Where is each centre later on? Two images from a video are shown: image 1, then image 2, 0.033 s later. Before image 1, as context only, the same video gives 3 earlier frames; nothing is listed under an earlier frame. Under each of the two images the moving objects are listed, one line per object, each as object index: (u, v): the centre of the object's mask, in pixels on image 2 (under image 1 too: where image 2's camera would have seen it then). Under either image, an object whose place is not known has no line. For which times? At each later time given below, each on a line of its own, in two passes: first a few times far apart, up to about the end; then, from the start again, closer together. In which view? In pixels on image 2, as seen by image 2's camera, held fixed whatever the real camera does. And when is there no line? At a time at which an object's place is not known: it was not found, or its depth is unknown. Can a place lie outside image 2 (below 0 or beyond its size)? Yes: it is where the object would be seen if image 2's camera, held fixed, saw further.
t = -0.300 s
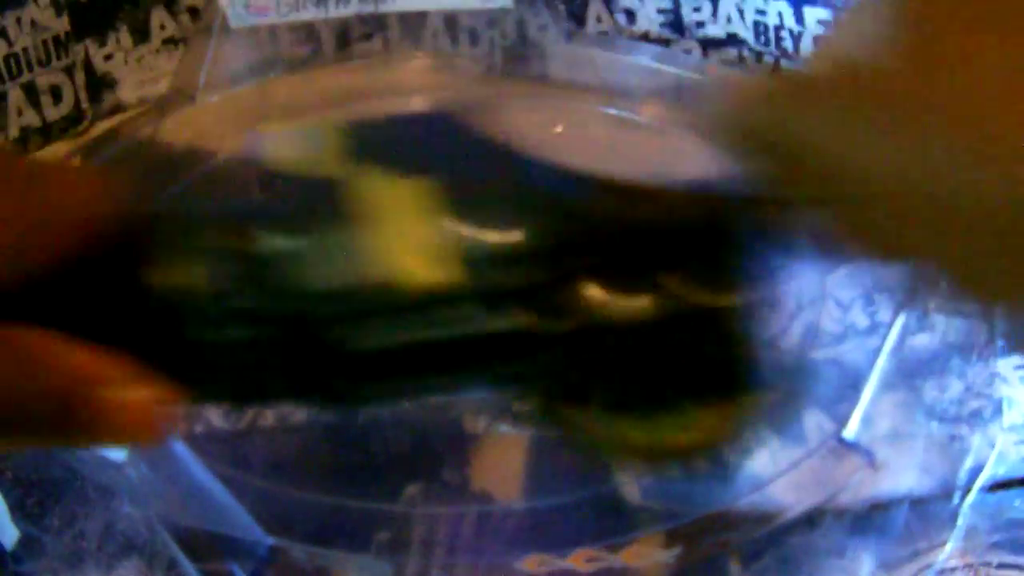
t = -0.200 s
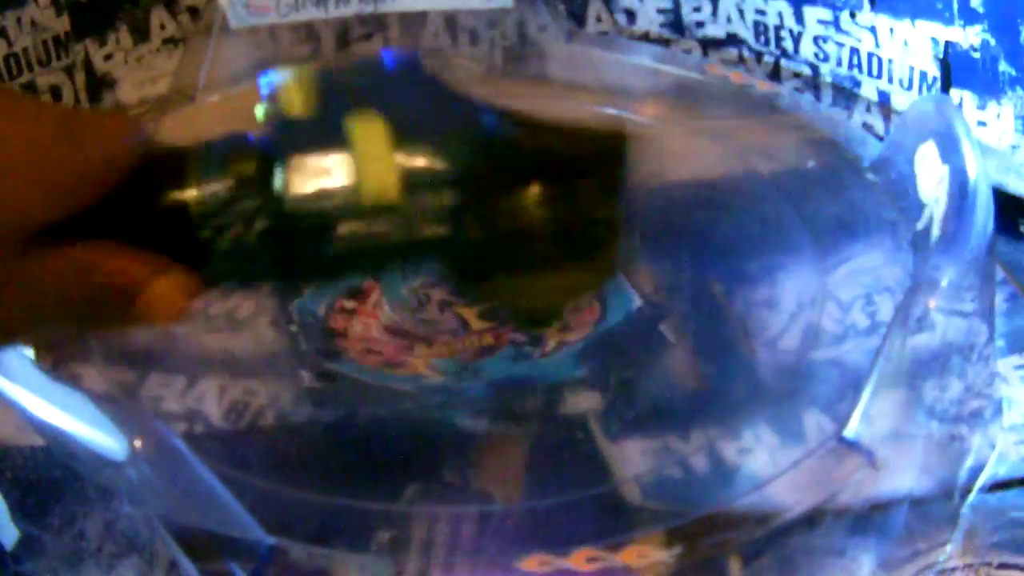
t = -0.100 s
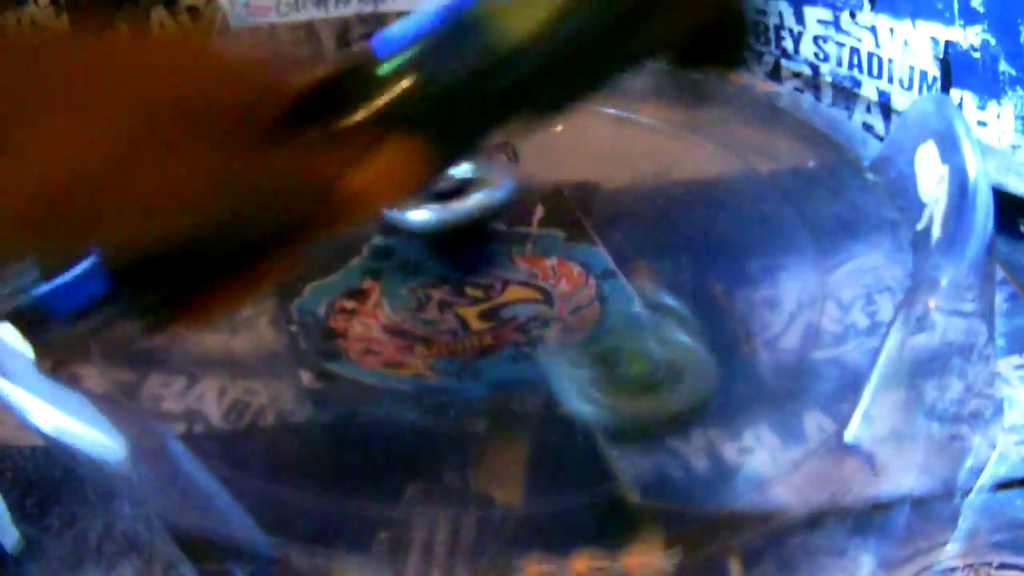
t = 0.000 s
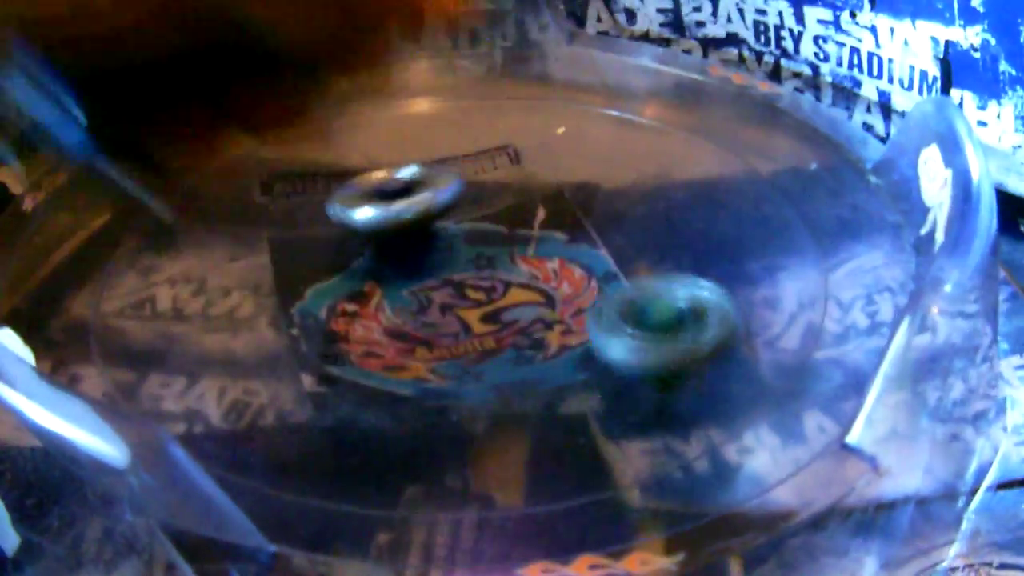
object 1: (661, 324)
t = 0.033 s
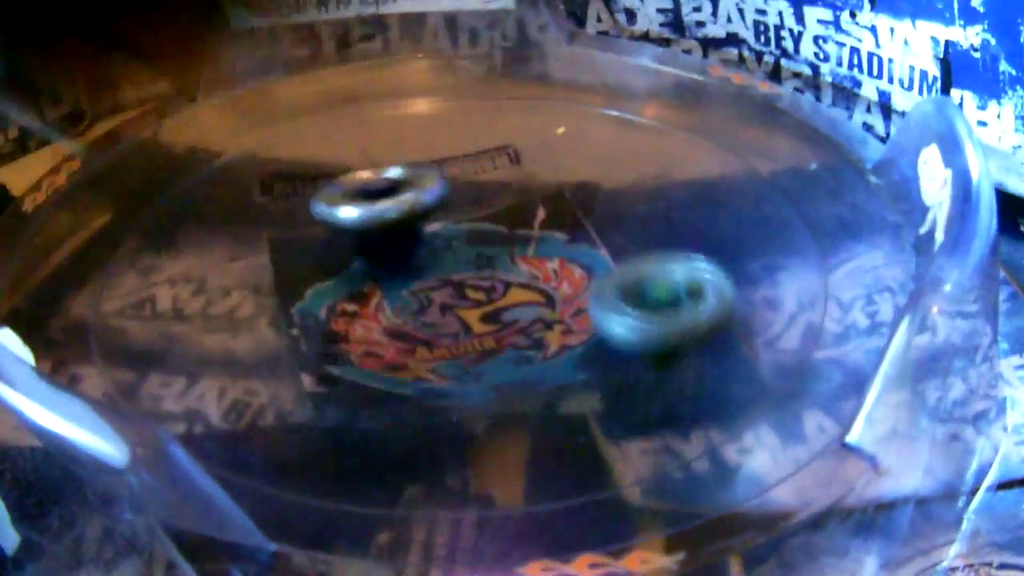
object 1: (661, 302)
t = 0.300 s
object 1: (497, 140)
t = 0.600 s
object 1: (259, 189)
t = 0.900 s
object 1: (408, 304)
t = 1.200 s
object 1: (610, 197)
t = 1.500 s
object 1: (436, 102)
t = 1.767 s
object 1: (351, 90)
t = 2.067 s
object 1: (442, 294)
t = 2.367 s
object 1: (646, 244)
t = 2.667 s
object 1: (537, 179)
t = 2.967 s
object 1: (474, 100)
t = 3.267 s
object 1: (483, 110)
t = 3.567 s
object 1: (391, 310)
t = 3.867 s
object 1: (504, 265)
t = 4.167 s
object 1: (445, 187)
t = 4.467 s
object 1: (291, 236)
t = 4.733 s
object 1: (454, 283)
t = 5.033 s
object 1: (556, 161)
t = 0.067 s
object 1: (655, 277)
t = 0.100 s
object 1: (642, 255)
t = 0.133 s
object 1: (625, 233)
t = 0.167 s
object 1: (605, 213)
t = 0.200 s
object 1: (580, 193)
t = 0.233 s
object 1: (551, 171)
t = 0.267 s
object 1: (524, 156)
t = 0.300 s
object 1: (497, 140)
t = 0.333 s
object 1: (465, 131)
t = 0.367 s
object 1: (435, 124)
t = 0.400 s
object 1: (403, 125)
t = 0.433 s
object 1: (375, 127)
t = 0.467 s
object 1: (346, 134)
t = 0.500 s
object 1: (320, 143)
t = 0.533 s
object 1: (295, 156)
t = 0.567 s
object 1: (275, 171)
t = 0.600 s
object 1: (259, 189)
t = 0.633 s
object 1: (249, 204)
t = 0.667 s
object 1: (243, 221)
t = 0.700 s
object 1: (244, 241)
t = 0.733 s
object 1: (254, 260)
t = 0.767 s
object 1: (272, 274)
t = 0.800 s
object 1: (296, 287)
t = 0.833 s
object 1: (328, 294)
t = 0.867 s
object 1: (365, 301)
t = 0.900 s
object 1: (408, 304)
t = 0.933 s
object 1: (453, 301)
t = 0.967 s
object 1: (488, 296)
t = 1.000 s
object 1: (528, 282)
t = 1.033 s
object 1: (559, 273)
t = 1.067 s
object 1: (586, 258)
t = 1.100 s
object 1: (604, 239)
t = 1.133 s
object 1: (613, 224)
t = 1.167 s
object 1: (616, 207)
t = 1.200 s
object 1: (610, 197)
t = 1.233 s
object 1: (601, 186)
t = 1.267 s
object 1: (588, 173)
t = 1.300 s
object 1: (570, 163)
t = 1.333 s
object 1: (551, 158)
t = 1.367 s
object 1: (525, 157)
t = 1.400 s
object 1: (501, 148)
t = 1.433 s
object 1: (471, 144)
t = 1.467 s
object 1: (449, 132)
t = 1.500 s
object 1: (436, 102)
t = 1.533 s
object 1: (423, 79)
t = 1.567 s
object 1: (409, 62)
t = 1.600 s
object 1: (397, 49)
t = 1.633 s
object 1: (388, 48)
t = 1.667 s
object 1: (380, 51)
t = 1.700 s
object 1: (371, 61)
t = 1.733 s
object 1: (360, 72)
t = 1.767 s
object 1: (351, 90)
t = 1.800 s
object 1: (342, 112)
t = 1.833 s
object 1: (337, 134)
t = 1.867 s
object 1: (335, 162)
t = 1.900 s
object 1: (339, 192)
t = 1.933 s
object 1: (348, 216)
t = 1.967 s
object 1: (363, 238)
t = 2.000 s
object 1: (388, 261)
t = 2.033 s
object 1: (414, 278)
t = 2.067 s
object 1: (442, 294)
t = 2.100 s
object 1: (469, 300)
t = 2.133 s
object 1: (501, 305)
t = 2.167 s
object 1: (530, 305)
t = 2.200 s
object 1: (557, 299)
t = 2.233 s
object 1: (581, 295)
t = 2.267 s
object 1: (604, 287)
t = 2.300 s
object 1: (621, 269)
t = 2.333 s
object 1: (636, 257)
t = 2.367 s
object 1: (646, 244)
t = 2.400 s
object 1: (649, 229)
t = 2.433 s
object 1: (647, 218)
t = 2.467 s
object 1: (641, 208)
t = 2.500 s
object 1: (631, 198)
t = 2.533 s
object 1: (617, 189)
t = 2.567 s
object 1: (600, 184)
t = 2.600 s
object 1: (579, 180)
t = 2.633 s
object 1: (559, 179)
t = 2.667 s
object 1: (537, 179)
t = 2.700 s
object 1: (512, 182)
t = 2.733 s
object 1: (489, 185)
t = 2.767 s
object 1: (466, 189)
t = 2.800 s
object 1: (445, 197)
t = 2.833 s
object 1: (432, 204)
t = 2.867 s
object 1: (418, 207)
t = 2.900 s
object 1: (413, 203)
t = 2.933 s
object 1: (442, 146)
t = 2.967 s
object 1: (474, 100)
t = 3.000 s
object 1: (492, 53)
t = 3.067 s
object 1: (502, 15)
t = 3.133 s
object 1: (514, 33)
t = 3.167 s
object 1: (512, 38)
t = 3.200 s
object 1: (507, 63)
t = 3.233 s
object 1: (498, 79)
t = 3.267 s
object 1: (483, 110)
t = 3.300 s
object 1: (467, 139)
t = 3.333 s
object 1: (447, 174)
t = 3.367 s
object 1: (432, 201)
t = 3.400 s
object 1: (416, 226)
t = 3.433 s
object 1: (403, 252)
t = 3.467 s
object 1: (395, 270)
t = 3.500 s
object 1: (390, 286)
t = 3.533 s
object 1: (388, 300)
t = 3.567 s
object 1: (391, 310)
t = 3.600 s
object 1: (395, 315)
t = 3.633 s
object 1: (405, 317)
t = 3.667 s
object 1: (415, 316)
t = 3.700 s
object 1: (428, 313)
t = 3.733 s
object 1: (442, 307)
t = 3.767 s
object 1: (456, 299)
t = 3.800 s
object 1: (472, 289)
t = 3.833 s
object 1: (488, 279)
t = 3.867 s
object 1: (504, 265)
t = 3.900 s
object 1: (513, 253)
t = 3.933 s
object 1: (522, 240)
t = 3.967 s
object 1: (525, 227)
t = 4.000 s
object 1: (523, 216)
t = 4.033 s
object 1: (517, 207)
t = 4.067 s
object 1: (504, 199)
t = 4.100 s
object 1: (489, 193)
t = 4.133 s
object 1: (470, 189)
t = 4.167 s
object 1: (445, 187)
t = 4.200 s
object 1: (425, 186)
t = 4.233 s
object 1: (400, 186)
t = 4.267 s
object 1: (379, 189)
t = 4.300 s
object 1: (358, 192)
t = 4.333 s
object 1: (341, 198)
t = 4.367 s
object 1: (324, 207)
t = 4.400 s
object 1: (311, 214)
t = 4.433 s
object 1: (300, 225)
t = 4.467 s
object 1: (291, 236)
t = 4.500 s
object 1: (287, 248)
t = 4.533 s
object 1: (293, 259)
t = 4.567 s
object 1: (306, 270)
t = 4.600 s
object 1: (326, 278)
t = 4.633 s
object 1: (354, 284)
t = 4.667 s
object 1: (390, 285)
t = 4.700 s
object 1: (424, 287)
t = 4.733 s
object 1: (454, 283)
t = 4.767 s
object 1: (493, 274)
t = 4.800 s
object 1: (521, 262)
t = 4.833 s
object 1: (544, 246)
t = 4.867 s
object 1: (559, 227)
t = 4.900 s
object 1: (568, 210)
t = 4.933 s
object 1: (573, 194)
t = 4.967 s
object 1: (572, 181)
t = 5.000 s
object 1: (566, 168)
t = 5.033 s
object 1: (556, 161)
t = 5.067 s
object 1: (542, 154)
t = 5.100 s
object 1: (526, 154)
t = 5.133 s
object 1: (506, 155)
